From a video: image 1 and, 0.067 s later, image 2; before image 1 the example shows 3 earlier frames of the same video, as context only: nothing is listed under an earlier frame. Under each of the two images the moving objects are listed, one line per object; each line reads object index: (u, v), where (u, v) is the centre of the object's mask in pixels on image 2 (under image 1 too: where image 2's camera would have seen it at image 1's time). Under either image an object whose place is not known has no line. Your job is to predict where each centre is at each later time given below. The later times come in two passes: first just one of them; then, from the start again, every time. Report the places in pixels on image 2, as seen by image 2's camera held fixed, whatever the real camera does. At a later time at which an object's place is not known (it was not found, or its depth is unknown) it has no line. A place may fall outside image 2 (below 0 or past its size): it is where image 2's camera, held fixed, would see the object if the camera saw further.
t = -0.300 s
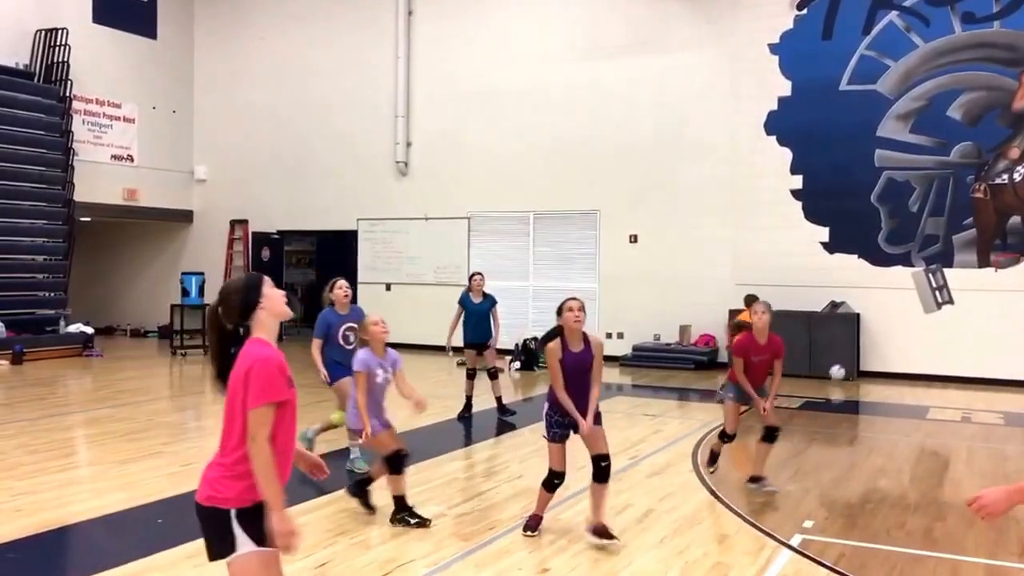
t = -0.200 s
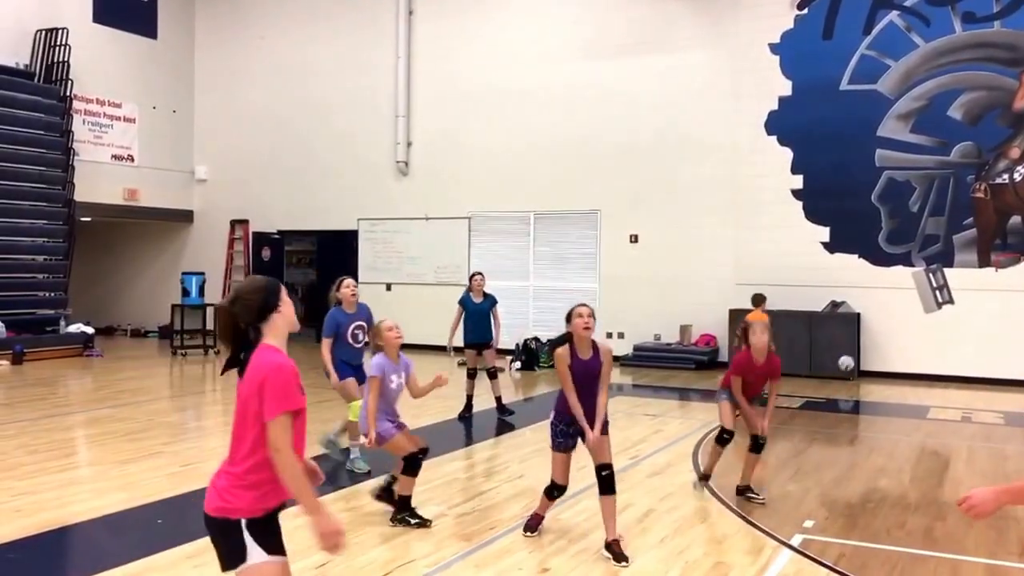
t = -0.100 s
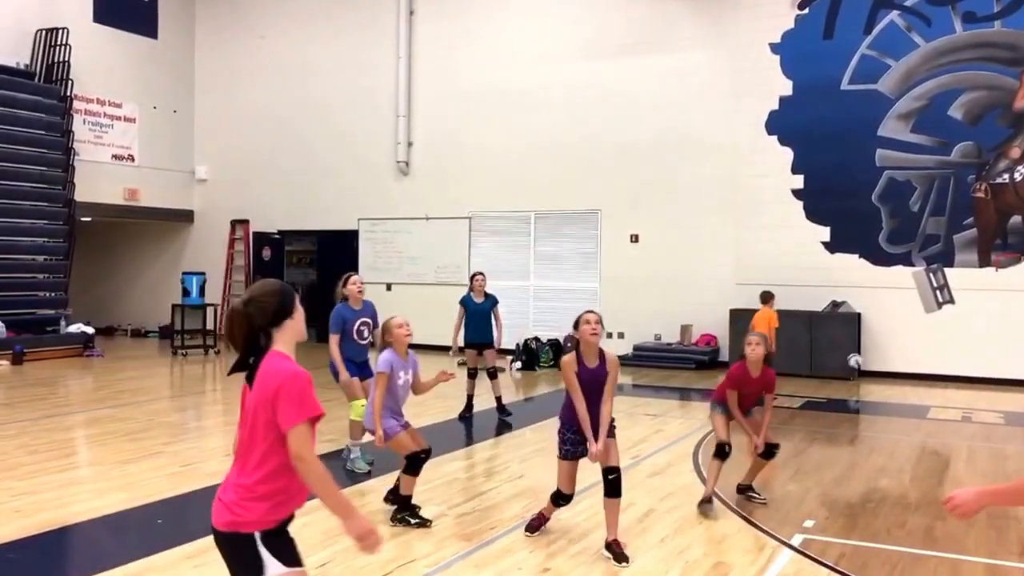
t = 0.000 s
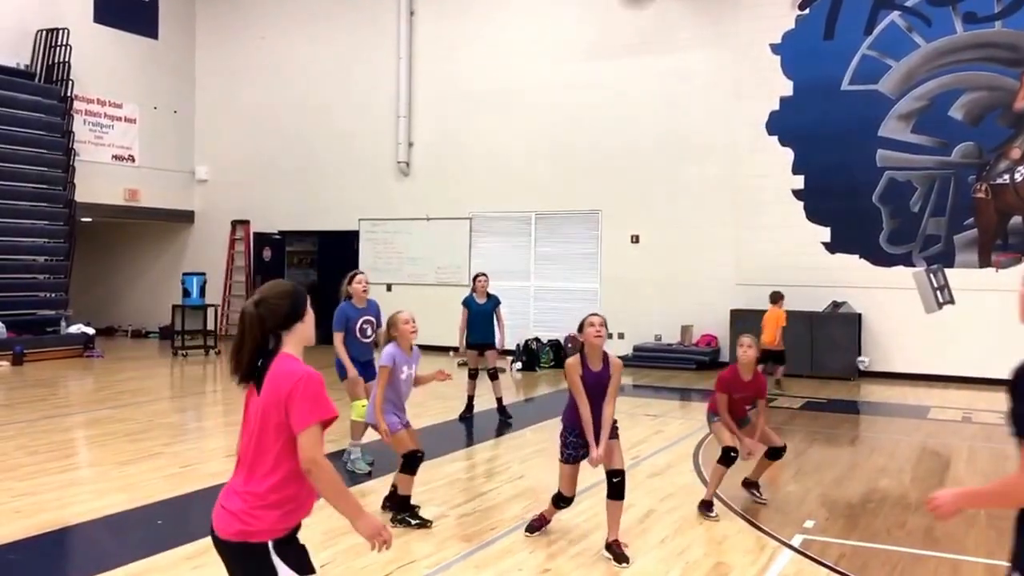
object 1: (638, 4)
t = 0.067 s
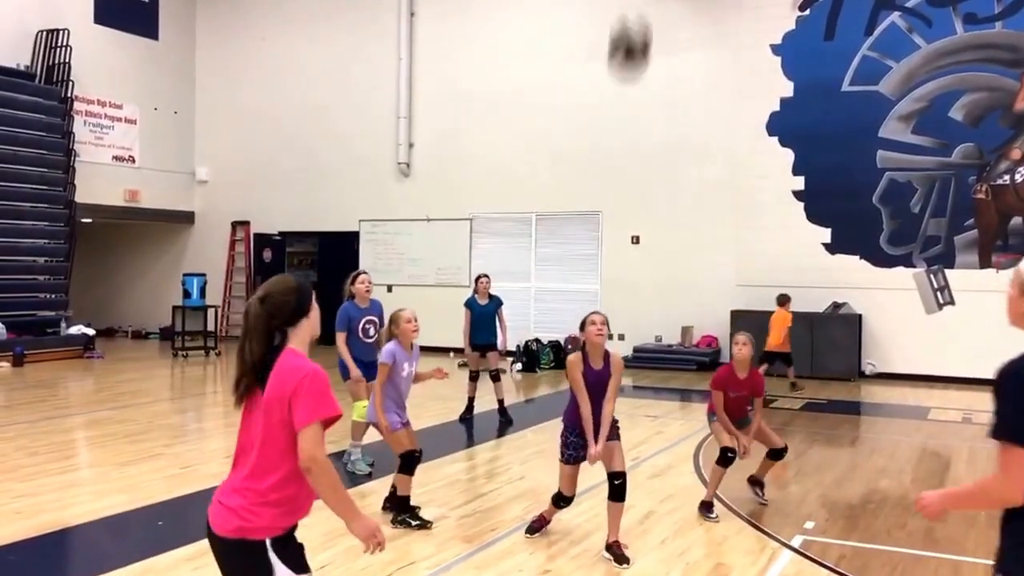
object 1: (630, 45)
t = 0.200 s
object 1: (614, 202)
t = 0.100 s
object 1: (625, 84)
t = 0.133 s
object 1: (620, 123)
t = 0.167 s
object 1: (616, 163)
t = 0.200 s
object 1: (614, 202)
